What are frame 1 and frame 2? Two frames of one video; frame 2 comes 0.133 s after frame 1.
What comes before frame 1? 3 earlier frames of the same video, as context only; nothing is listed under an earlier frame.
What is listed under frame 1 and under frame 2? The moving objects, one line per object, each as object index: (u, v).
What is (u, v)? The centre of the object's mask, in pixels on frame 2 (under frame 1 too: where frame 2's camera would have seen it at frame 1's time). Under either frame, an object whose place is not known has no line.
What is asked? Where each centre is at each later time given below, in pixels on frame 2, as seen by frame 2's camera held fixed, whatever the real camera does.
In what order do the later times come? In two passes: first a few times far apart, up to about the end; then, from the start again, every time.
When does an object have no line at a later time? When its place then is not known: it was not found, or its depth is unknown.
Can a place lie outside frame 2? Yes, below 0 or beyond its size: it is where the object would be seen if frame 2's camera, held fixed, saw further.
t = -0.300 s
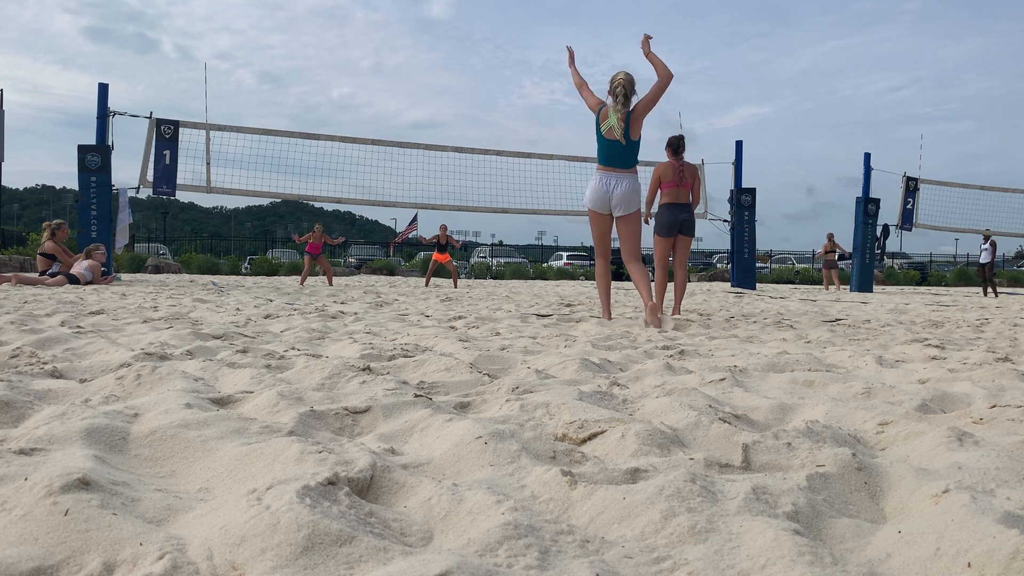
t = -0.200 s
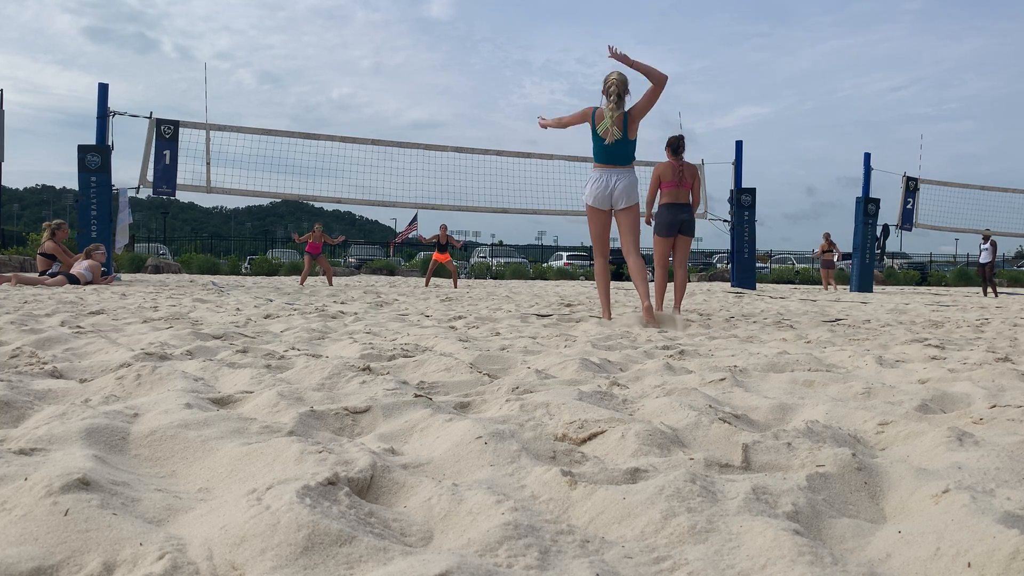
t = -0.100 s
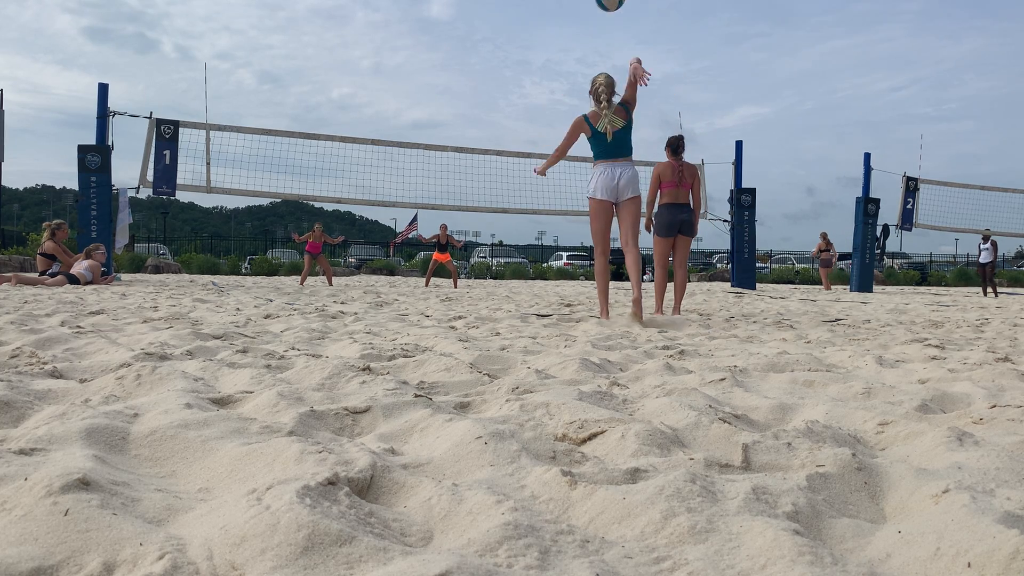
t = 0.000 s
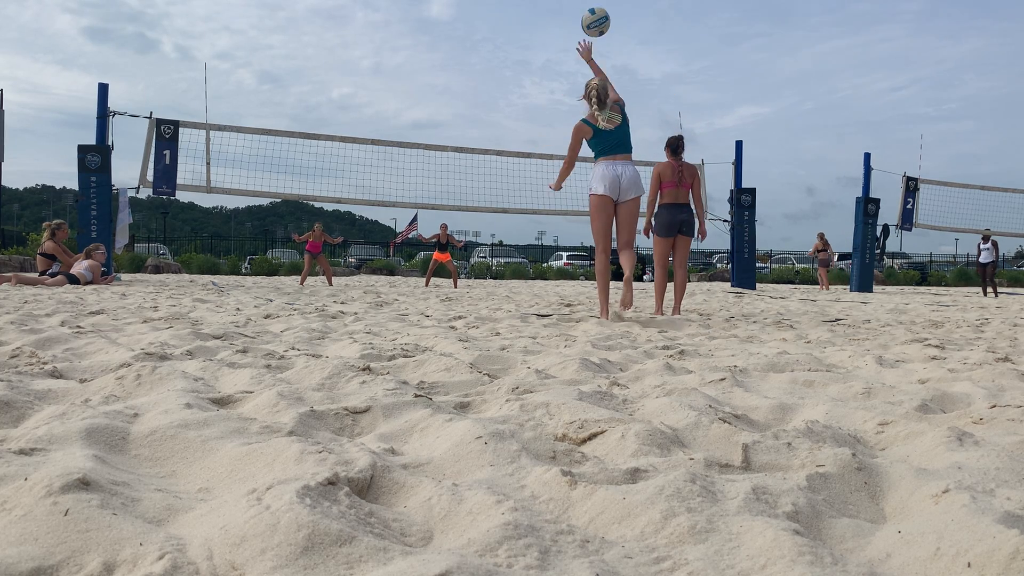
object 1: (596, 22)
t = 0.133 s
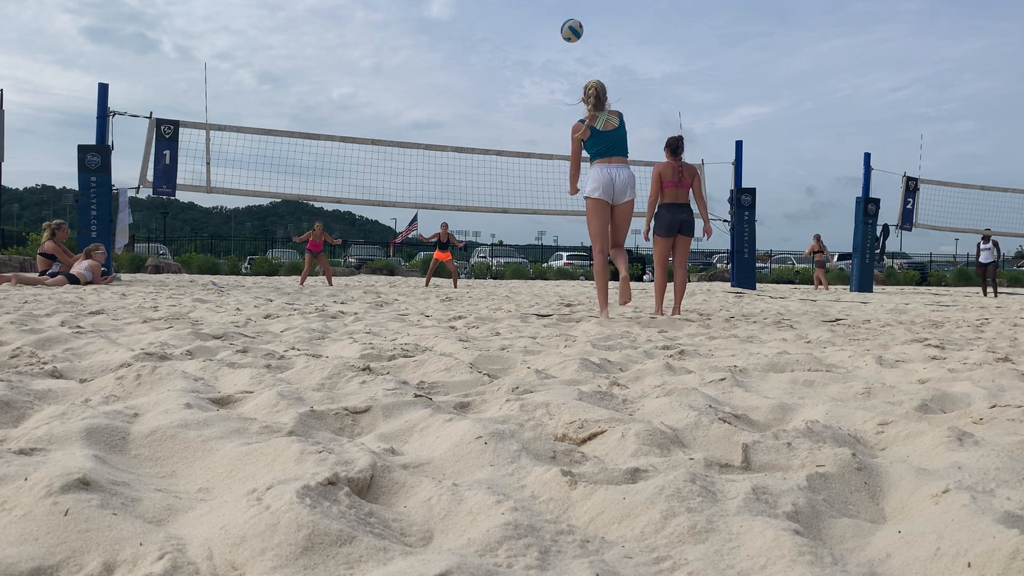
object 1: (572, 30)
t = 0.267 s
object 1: (557, 49)
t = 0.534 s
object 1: (541, 102)
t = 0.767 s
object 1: (534, 159)
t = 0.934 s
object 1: (531, 202)
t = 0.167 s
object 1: (568, 35)
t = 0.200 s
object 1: (564, 39)
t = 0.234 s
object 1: (560, 44)
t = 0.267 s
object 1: (557, 49)
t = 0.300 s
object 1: (555, 55)
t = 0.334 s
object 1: (552, 61)
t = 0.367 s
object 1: (550, 67)
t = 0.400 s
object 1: (548, 74)
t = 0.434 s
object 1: (547, 81)
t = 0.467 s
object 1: (545, 88)
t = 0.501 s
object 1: (543, 95)
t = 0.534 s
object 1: (541, 102)
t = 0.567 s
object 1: (540, 110)
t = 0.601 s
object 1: (538, 117)
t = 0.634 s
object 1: (537, 125)
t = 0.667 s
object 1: (536, 133)
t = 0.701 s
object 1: (535, 141)
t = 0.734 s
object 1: (535, 148)
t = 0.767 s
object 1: (534, 159)
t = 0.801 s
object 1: (533, 166)
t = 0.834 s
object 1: (532, 175)
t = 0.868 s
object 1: (532, 184)
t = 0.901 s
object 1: (531, 193)
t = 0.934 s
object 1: (531, 202)
